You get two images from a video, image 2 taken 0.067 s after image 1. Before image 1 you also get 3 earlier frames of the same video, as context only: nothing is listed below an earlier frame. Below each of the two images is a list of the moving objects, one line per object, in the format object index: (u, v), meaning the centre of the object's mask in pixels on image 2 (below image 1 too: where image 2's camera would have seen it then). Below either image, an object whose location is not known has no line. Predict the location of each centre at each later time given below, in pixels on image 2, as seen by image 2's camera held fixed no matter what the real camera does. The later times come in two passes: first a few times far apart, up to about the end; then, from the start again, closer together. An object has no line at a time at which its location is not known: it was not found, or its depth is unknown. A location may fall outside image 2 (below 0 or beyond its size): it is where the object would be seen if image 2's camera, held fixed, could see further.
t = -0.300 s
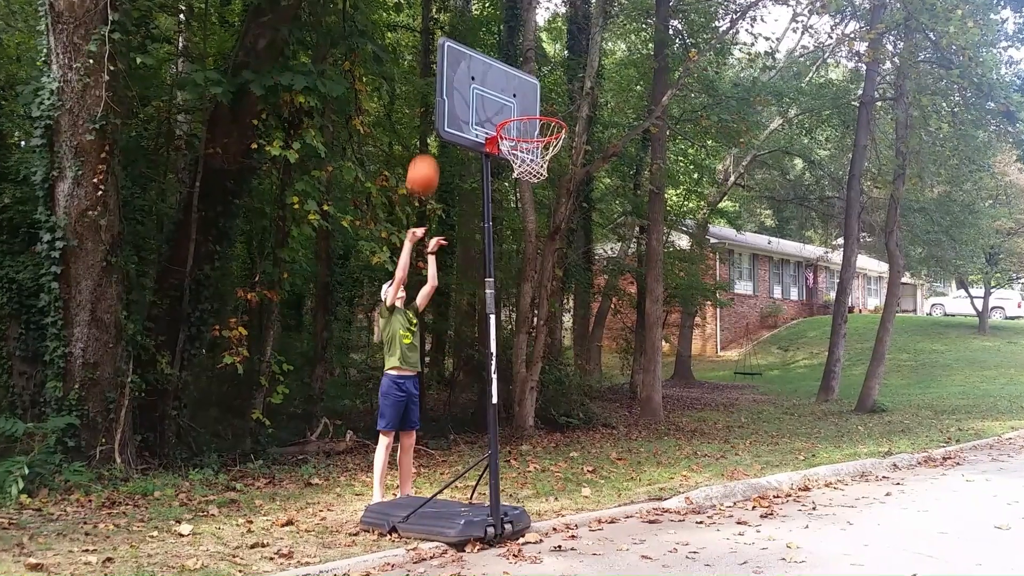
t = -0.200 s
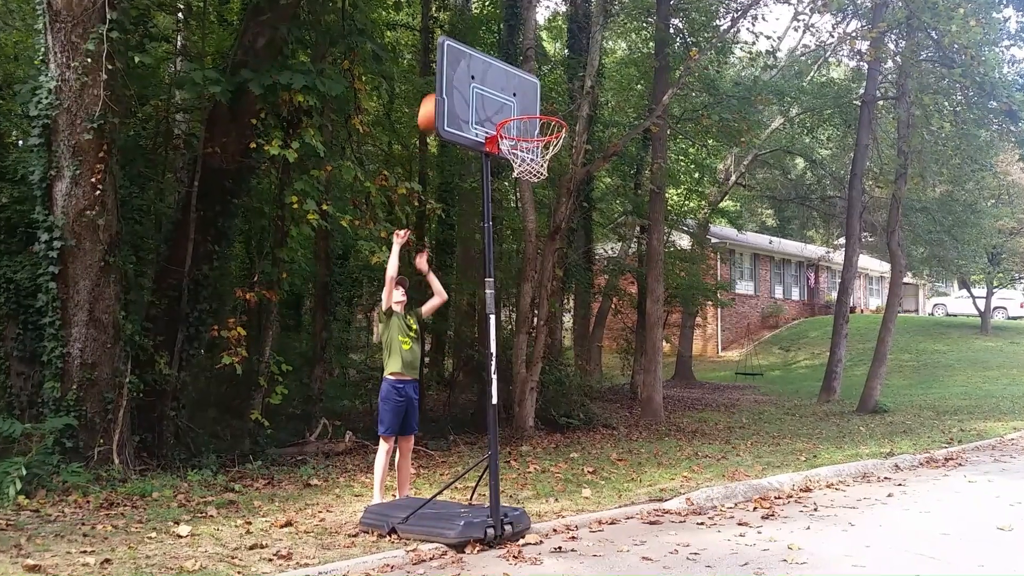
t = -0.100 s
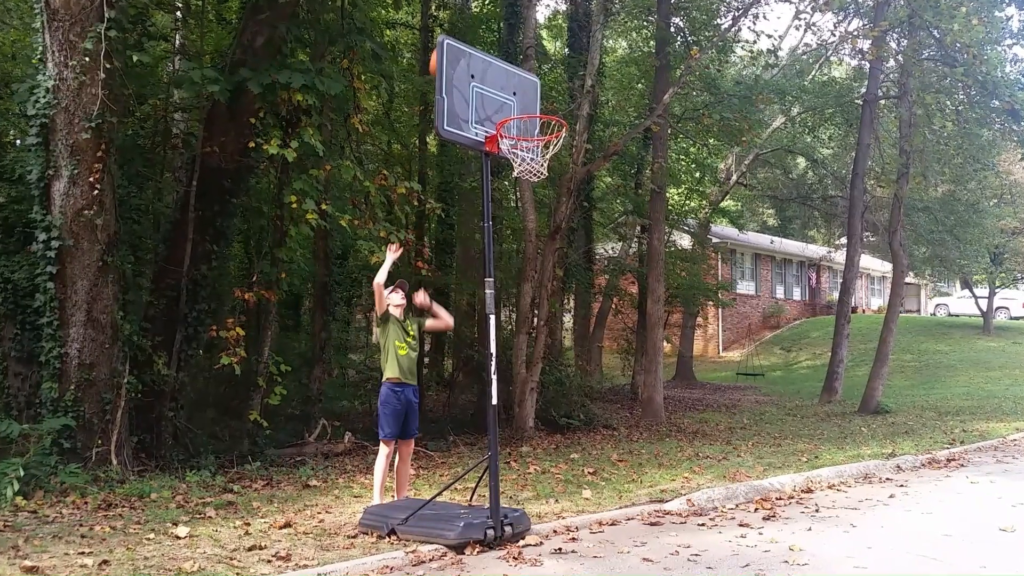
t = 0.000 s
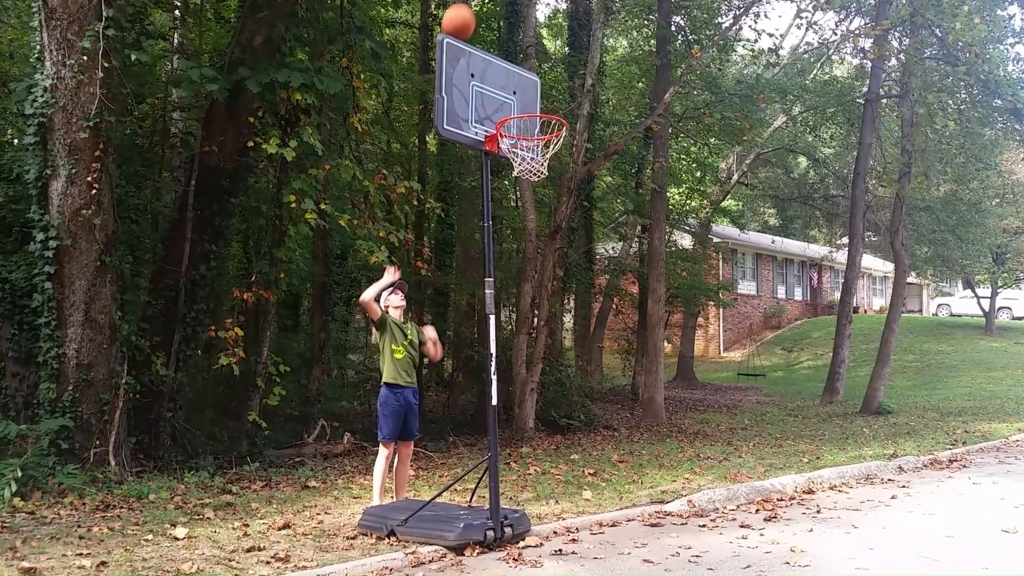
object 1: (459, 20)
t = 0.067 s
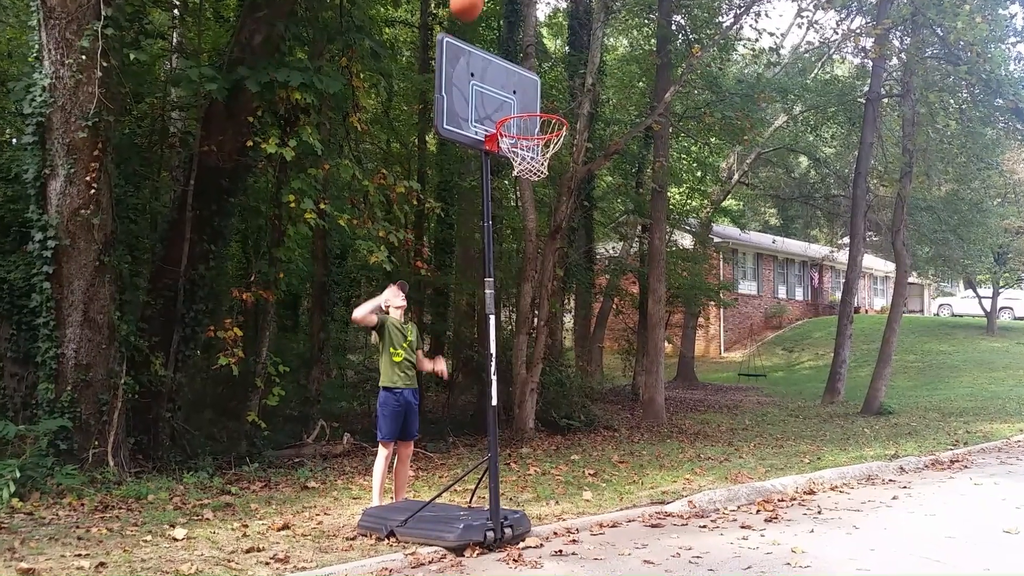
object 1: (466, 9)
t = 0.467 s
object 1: (516, 15)
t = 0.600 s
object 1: (534, 53)
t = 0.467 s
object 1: (516, 15)
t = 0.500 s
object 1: (520, 20)
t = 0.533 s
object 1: (524, 28)
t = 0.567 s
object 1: (529, 39)
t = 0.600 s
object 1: (534, 53)
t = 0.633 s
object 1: (538, 71)
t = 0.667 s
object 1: (543, 89)
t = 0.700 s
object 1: (547, 108)
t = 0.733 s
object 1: (545, 121)
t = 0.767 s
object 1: (535, 117)
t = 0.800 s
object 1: (523, 113)
